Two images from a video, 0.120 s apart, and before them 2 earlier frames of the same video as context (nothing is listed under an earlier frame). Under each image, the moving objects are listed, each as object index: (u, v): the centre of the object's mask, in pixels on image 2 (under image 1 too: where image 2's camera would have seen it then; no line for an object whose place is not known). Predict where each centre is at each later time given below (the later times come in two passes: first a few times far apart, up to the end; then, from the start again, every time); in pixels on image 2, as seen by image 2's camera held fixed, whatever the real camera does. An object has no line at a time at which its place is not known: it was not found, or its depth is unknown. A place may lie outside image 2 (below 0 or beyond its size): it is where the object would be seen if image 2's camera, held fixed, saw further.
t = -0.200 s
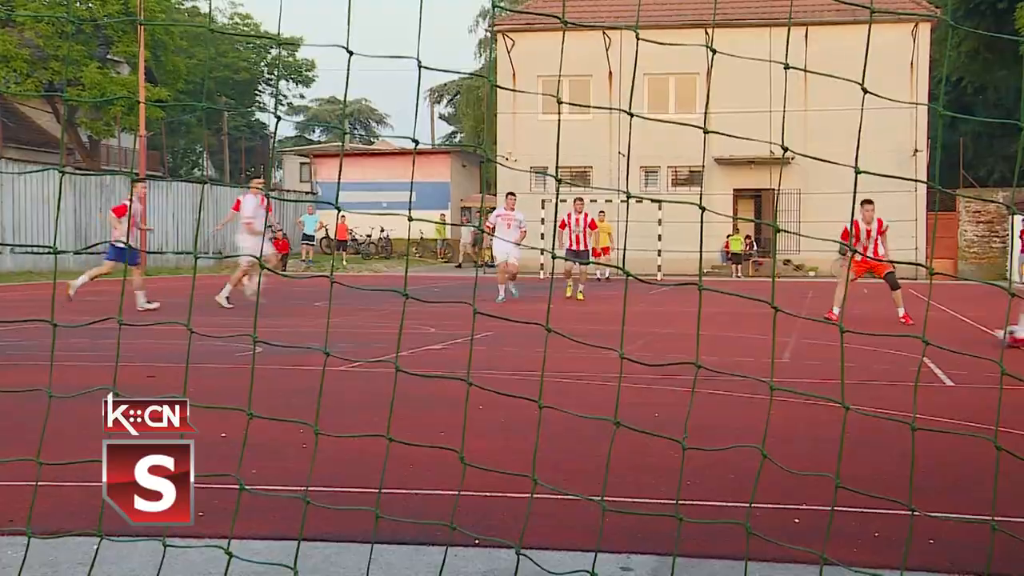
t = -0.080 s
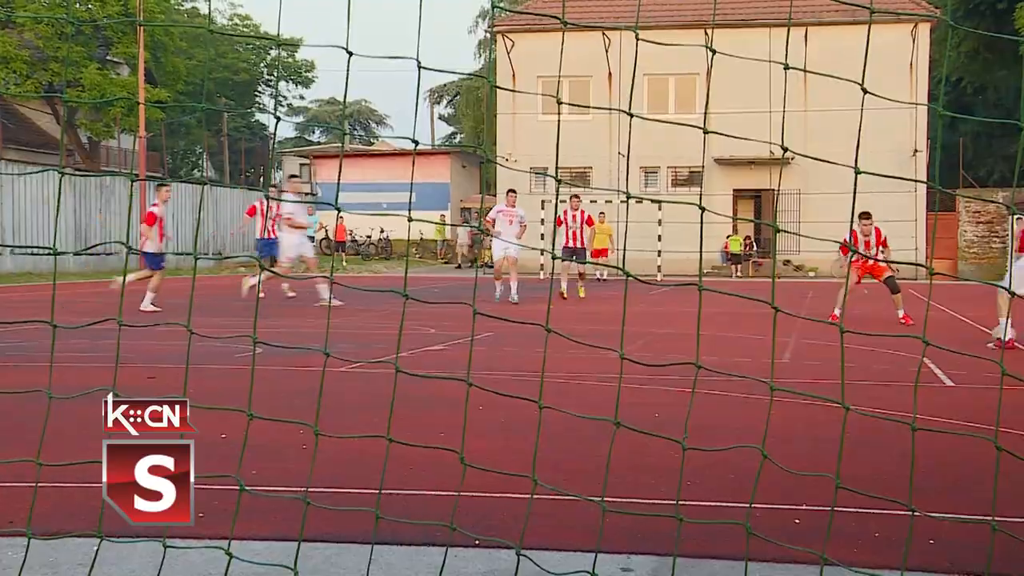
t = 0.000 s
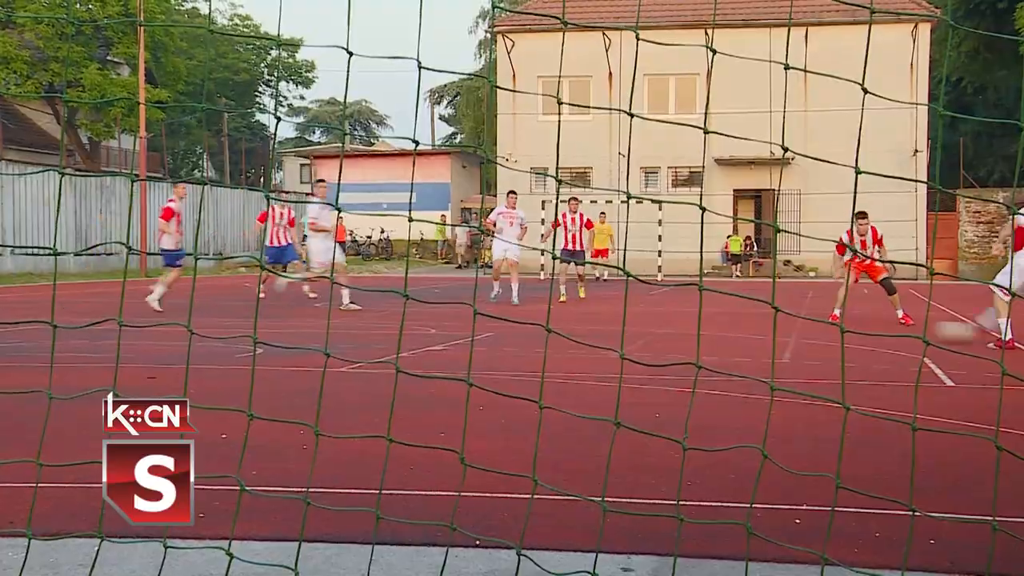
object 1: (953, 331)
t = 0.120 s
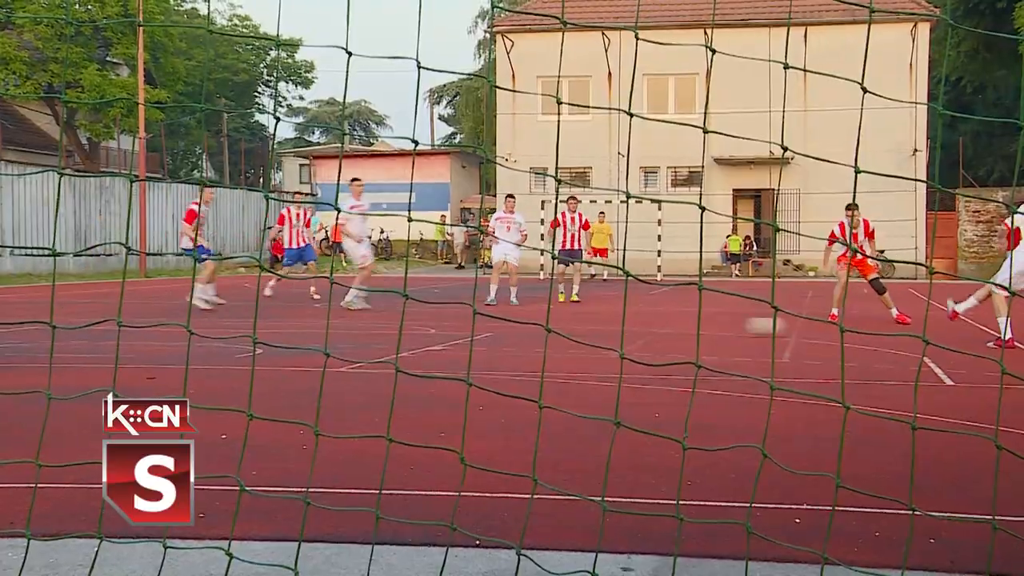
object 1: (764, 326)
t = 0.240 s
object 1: (609, 321)
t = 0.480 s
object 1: (375, 314)
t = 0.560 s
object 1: (313, 314)
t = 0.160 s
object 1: (711, 324)
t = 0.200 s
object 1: (657, 323)
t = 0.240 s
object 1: (609, 321)
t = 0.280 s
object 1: (565, 319)
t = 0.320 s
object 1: (522, 321)
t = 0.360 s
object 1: (484, 321)
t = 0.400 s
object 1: (443, 317)
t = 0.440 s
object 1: (407, 317)
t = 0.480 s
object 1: (375, 314)
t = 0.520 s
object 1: (344, 314)
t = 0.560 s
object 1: (313, 314)
